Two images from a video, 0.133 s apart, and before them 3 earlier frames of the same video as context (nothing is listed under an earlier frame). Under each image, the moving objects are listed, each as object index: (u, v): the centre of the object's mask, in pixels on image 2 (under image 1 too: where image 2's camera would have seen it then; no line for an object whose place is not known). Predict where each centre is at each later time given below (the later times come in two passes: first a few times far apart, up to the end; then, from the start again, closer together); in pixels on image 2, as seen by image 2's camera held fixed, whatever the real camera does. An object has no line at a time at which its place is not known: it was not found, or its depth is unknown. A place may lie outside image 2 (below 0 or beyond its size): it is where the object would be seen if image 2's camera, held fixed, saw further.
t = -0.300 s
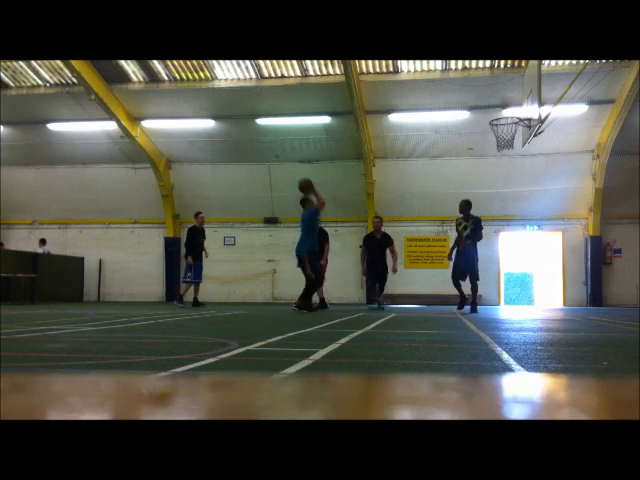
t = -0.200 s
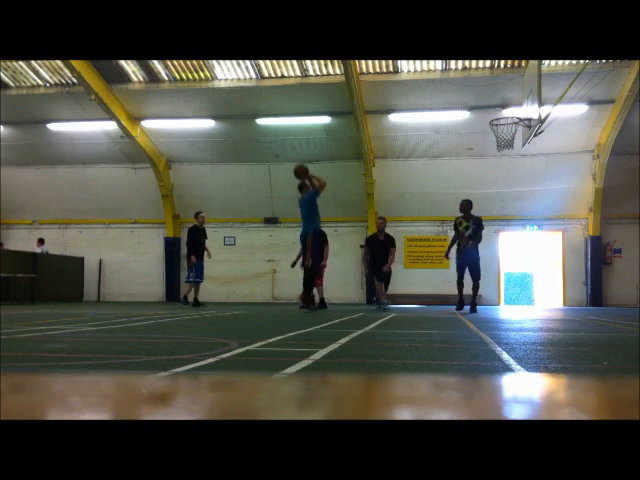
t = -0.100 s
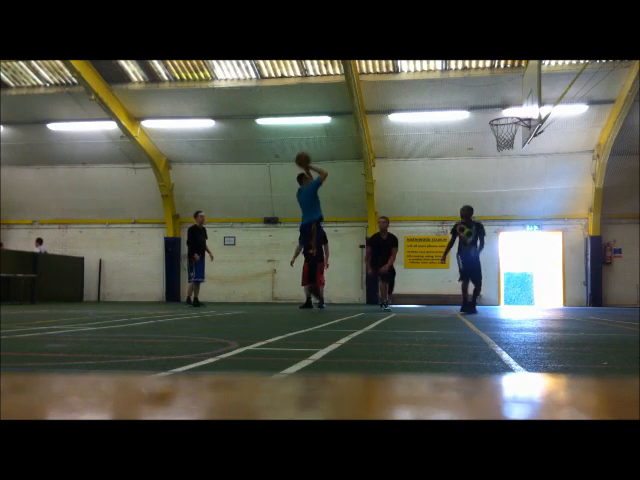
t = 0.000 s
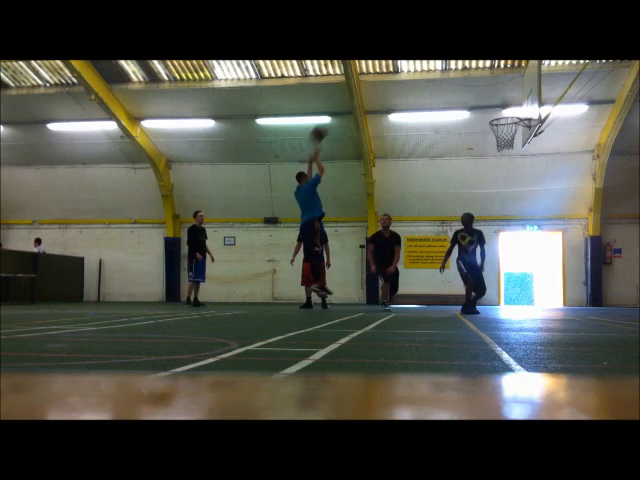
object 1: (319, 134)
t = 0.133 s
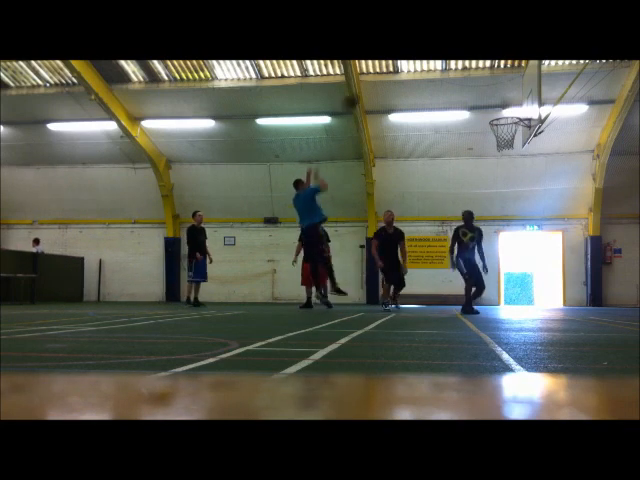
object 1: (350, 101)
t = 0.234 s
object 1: (375, 84)
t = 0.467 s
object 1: (428, 72)
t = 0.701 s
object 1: (479, 91)
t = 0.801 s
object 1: (500, 109)
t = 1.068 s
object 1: (498, 130)
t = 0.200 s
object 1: (367, 89)
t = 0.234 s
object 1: (375, 84)
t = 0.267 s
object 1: (382, 80)
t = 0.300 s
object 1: (390, 77)
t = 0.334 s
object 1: (398, 74)
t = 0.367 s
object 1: (405, 73)
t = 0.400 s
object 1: (413, 71)
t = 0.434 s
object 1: (421, 71)
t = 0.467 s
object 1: (428, 72)
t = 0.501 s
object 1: (436, 72)
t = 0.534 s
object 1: (443, 74)
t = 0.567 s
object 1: (450, 76)
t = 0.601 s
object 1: (458, 79)
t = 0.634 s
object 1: (465, 83)
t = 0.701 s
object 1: (479, 91)
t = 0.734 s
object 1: (486, 97)
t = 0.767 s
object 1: (494, 104)
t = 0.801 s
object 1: (500, 109)
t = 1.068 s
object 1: (498, 130)
